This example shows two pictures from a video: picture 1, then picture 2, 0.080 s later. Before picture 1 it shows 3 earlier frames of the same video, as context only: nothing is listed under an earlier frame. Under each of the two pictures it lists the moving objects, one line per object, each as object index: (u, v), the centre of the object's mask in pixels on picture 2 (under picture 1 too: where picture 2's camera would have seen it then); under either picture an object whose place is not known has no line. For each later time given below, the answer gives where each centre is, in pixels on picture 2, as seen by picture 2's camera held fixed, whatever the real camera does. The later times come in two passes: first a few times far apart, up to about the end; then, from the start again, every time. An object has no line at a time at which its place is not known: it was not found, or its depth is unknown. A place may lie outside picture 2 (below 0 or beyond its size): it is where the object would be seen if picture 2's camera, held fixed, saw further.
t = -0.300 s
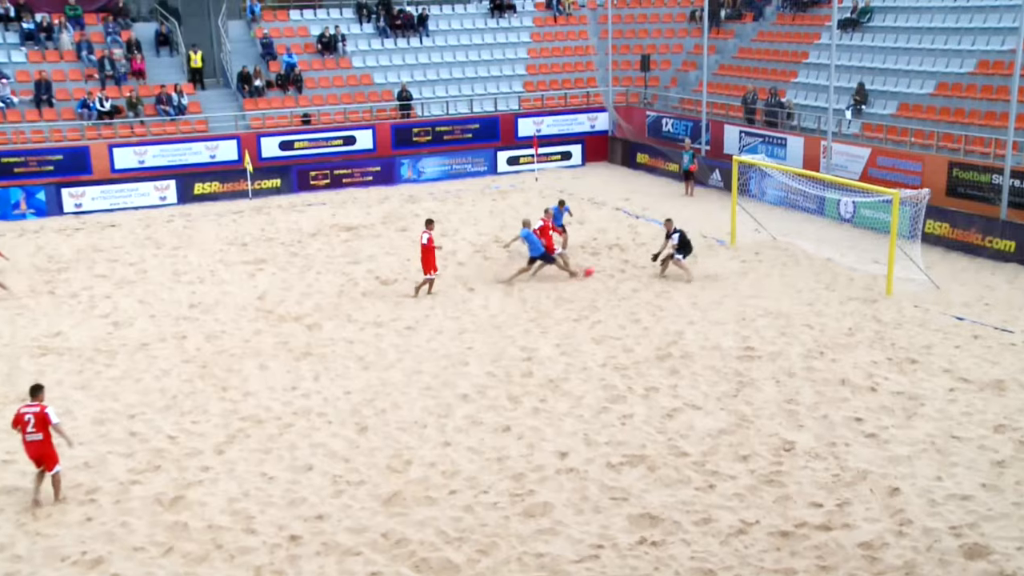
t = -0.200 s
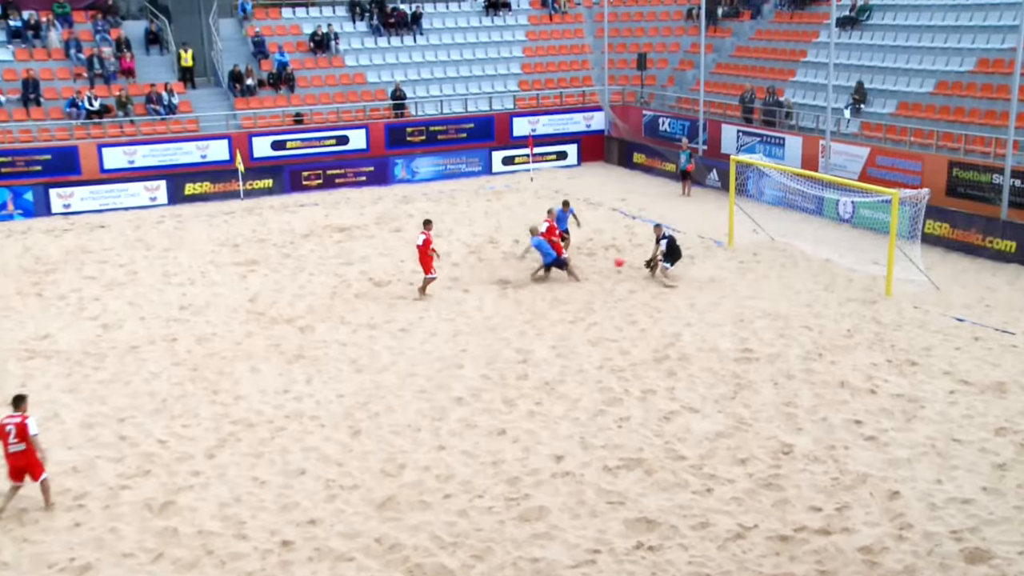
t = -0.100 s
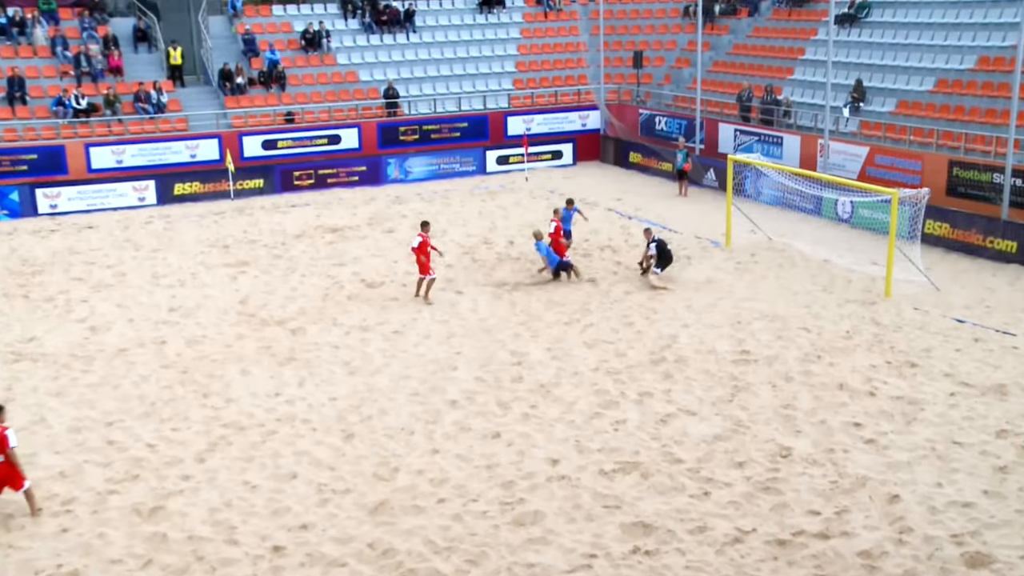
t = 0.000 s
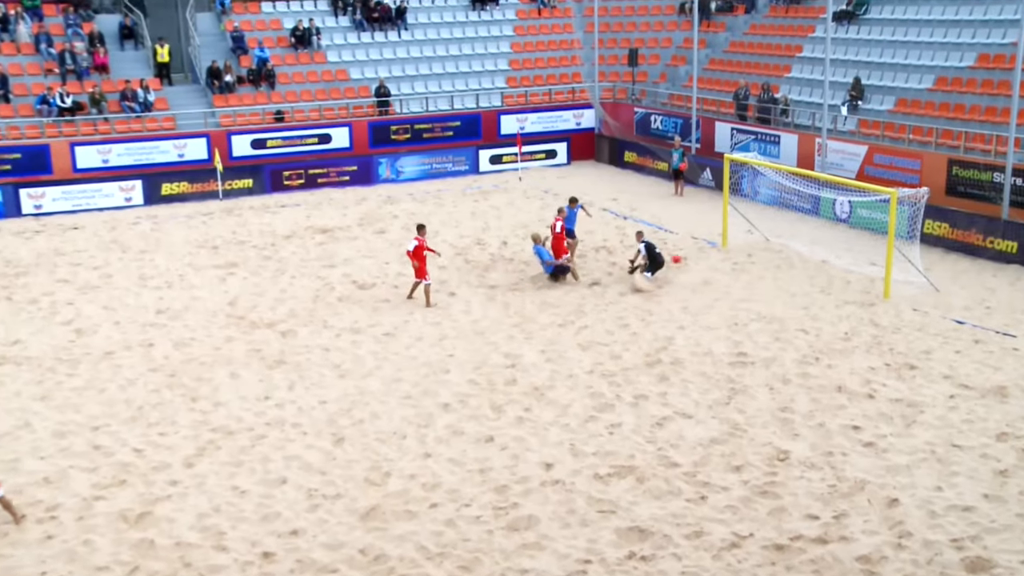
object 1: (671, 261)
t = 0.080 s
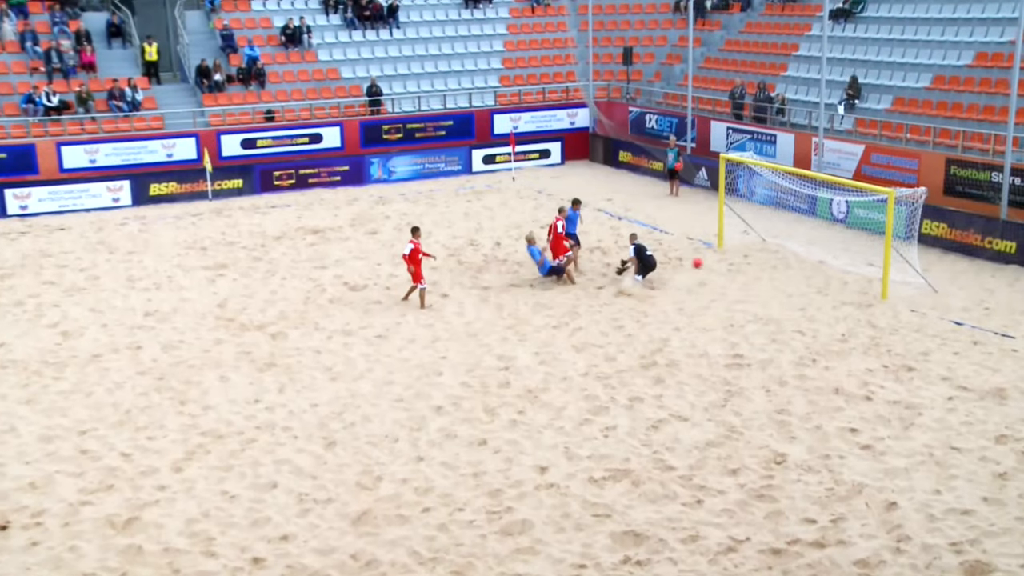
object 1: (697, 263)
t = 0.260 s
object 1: (740, 243)
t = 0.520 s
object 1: (797, 229)
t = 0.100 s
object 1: (703, 265)
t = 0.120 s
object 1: (708, 263)
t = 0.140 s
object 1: (713, 260)
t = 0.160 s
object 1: (717, 255)
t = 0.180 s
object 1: (722, 253)
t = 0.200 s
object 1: (726, 249)
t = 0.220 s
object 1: (731, 247)
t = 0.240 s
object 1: (735, 244)
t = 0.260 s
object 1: (740, 243)
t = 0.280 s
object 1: (744, 240)
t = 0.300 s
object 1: (749, 238)
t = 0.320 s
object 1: (753, 237)
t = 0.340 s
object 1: (757, 235)
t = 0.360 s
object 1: (762, 233)
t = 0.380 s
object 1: (766, 232)
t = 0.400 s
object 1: (770, 231)
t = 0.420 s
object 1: (775, 230)
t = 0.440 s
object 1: (780, 230)
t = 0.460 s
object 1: (784, 229)
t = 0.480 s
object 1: (788, 229)
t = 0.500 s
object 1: (793, 229)
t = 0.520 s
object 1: (797, 229)
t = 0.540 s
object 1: (800, 229)
